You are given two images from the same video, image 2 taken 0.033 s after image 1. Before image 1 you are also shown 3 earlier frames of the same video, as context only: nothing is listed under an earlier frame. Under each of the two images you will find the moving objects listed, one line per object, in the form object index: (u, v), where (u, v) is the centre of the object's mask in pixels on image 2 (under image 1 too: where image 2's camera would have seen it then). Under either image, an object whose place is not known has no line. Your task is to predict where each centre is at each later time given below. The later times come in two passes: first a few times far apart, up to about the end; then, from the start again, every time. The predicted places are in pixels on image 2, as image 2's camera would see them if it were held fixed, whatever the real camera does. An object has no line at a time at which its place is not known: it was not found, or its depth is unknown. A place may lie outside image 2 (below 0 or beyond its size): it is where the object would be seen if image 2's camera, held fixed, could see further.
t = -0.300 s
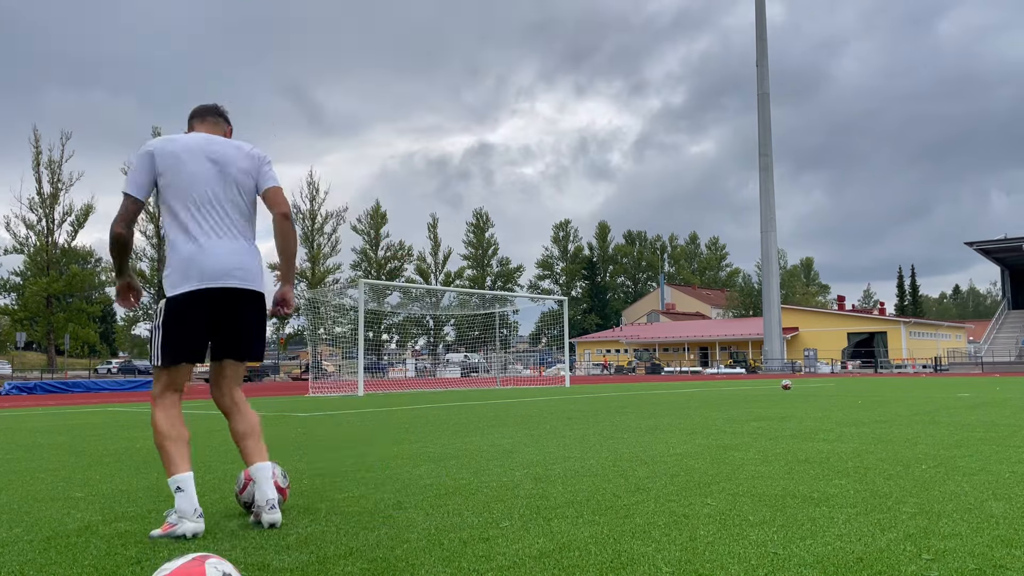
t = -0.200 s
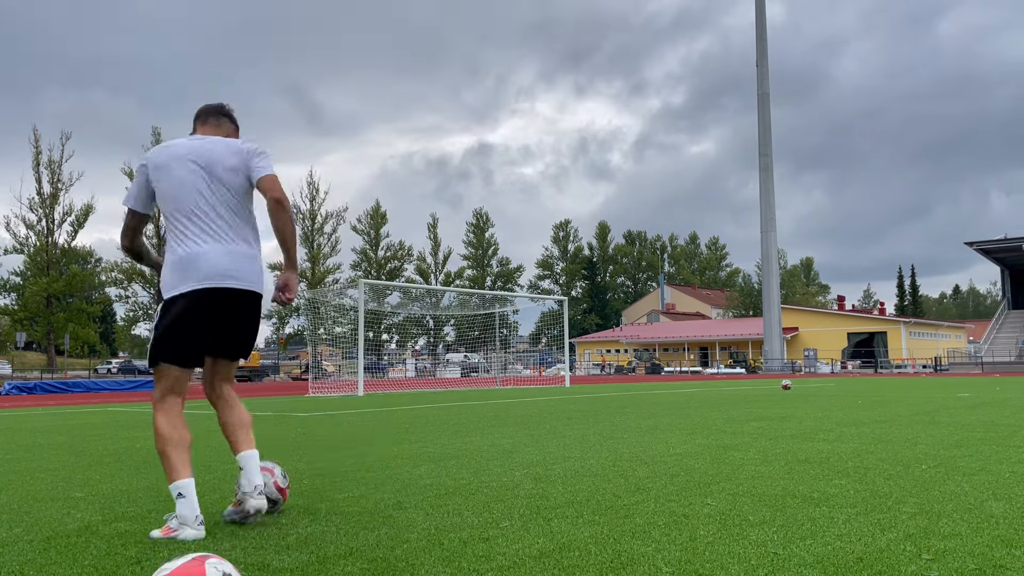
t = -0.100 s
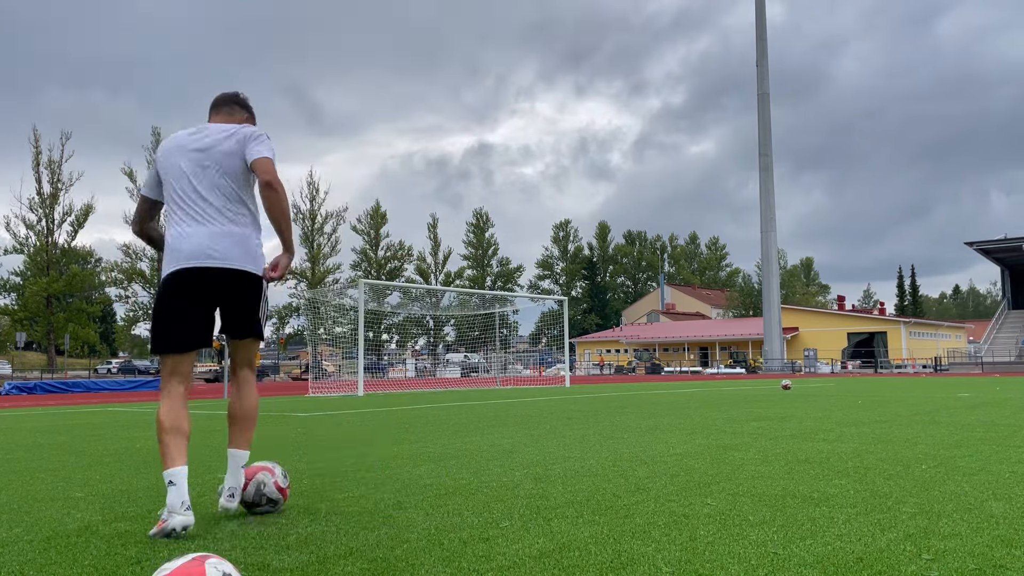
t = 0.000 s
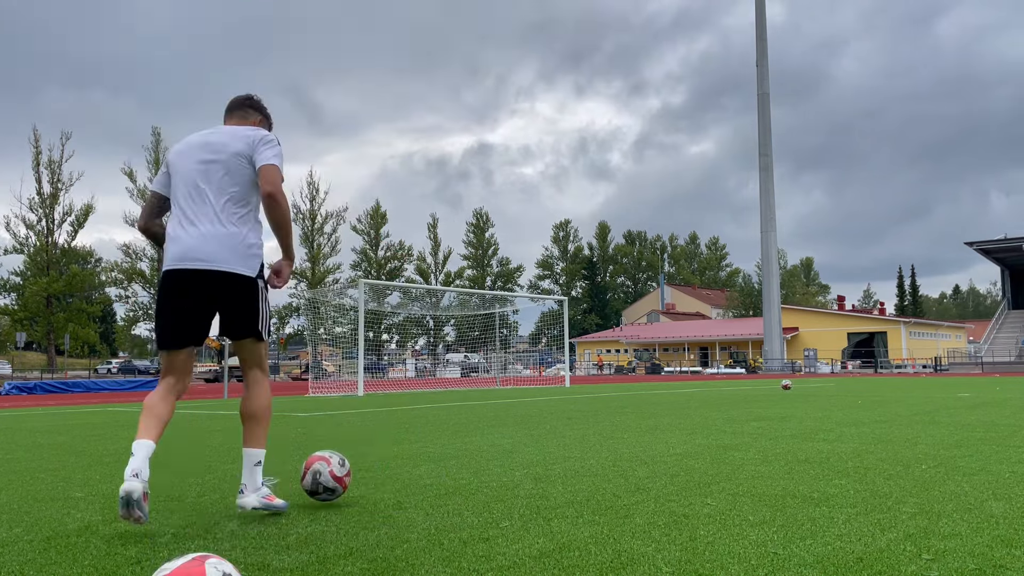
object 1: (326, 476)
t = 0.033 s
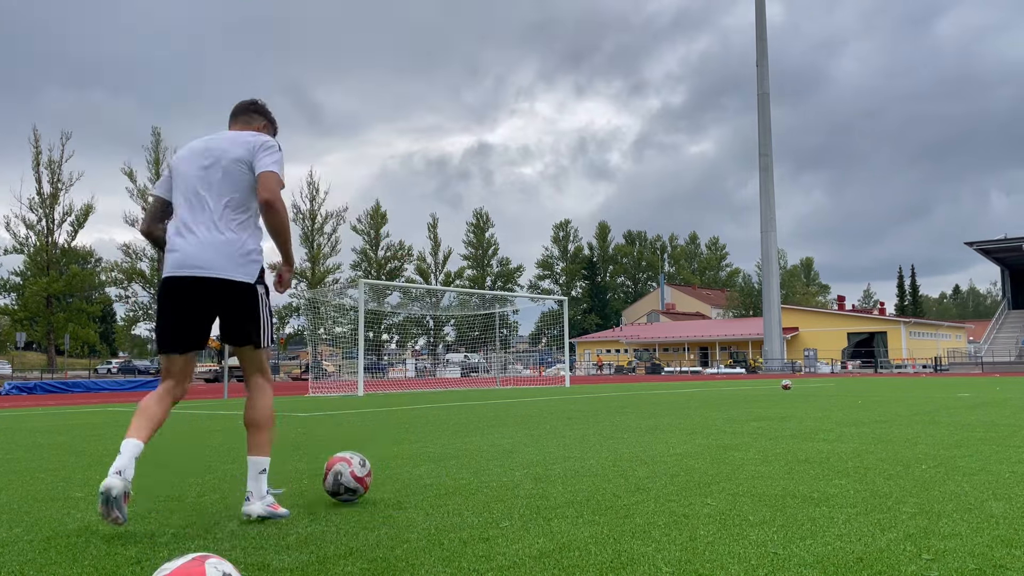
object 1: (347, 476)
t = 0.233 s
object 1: (437, 472)
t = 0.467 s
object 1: (506, 465)
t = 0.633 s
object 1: (546, 463)
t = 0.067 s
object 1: (367, 479)
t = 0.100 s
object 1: (384, 476)
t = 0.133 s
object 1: (398, 473)
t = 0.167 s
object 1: (411, 472)
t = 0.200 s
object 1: (424, 472)
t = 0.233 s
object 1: (437, 472)
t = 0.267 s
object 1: (448, 470)
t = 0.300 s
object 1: (458, 469)
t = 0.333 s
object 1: (468, 468)
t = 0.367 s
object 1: (478, 467)
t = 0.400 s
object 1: (488, 467)
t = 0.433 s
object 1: (497, 466)
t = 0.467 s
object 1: (506, 465)
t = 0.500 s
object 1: (514, 465)
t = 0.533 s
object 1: (522, 464)
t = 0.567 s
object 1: (531, 463)
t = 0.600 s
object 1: (538, 463)
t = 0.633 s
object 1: (546, 463)
